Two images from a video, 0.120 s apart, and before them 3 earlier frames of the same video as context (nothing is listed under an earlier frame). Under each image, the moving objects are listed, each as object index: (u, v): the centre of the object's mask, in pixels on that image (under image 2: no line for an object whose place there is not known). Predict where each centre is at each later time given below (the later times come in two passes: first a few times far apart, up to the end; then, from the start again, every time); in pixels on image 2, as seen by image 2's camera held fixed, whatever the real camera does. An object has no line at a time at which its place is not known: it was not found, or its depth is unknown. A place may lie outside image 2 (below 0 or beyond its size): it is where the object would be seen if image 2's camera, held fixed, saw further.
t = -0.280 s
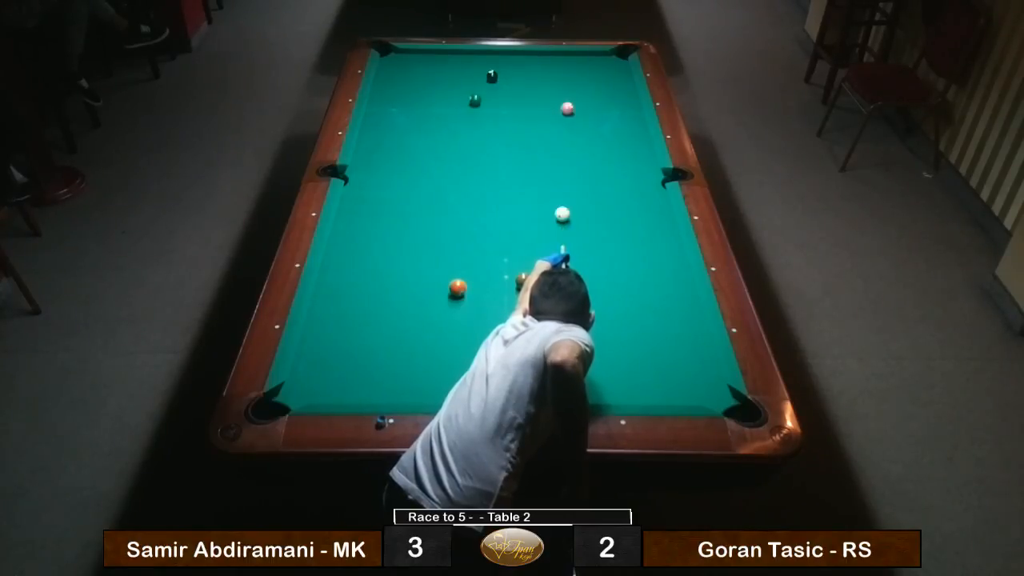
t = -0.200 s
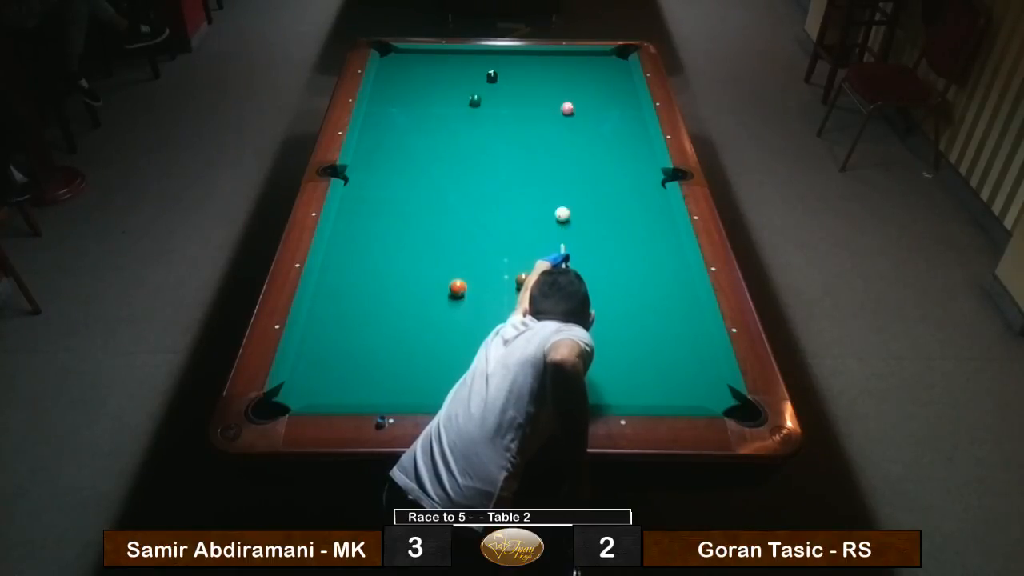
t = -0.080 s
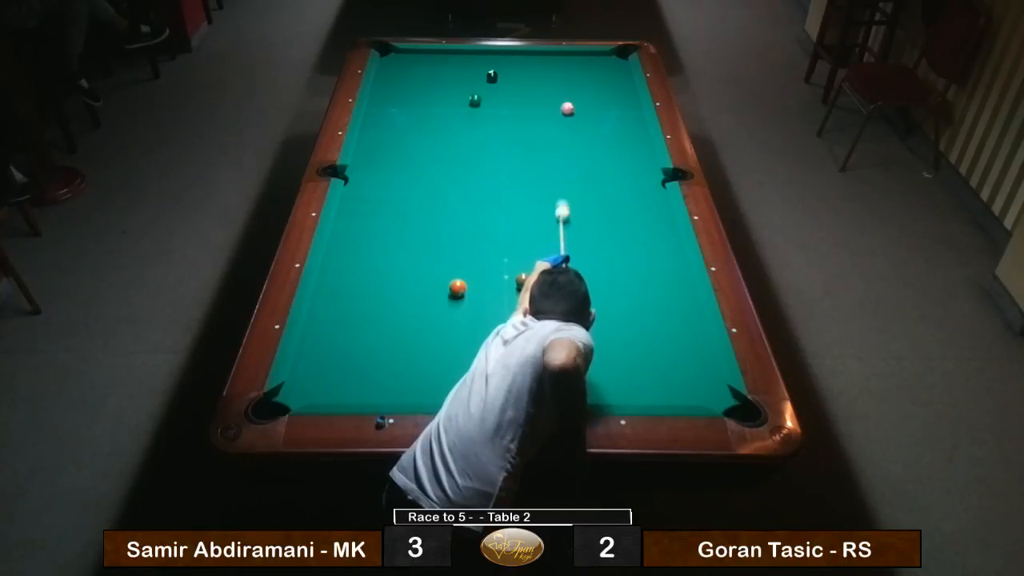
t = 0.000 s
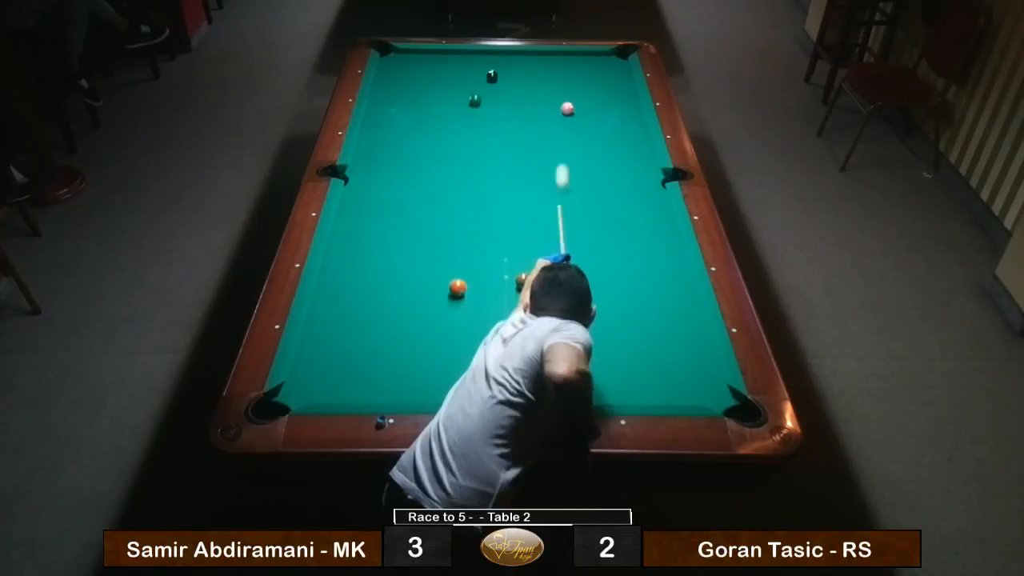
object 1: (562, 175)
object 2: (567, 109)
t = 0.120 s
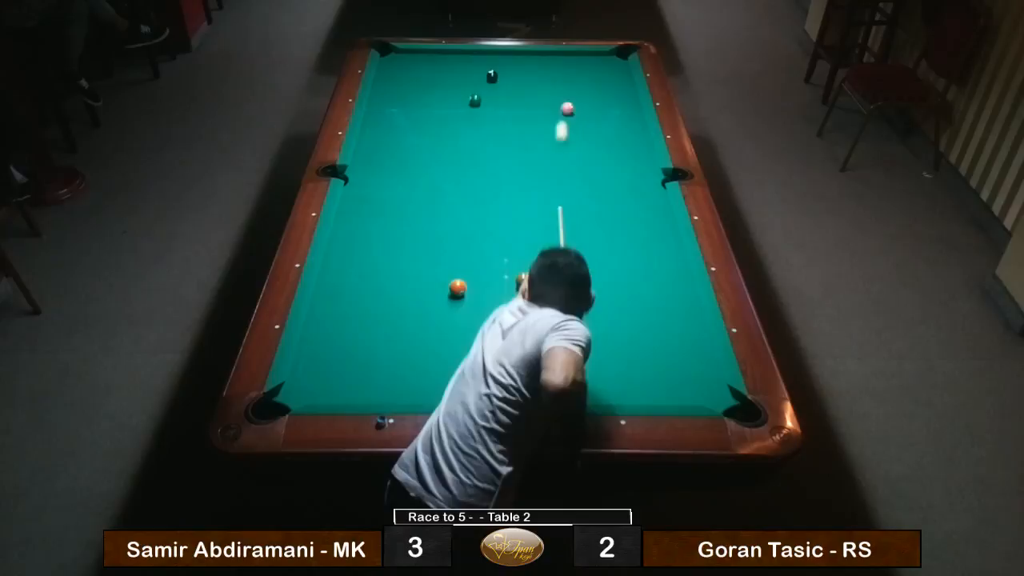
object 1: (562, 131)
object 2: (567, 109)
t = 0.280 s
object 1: (538, 107)
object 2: (589, 89)
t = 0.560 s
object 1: (485, 103)
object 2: (613, 54)
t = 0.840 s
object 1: (456, 113)
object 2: (622, 67)
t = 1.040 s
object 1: (435, 119)
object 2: (620, 75)
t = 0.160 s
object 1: (561, 118)
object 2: (568, 108)
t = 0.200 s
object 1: (557, 111)
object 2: (572, 103)
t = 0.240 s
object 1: (547, 109)
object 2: (581, 96)
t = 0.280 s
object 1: (538, 107)
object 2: (589, 89)
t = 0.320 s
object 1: (529, 105)
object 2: (597, 82)
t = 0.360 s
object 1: (521, 104)
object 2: (605, 76)
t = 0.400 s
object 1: (513, 103)
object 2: (612, 70)
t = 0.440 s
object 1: (506, 102)
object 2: (618, 65)
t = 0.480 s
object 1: (499, 102)
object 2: (621, 60)
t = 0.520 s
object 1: (492, 103)
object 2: (617, 56)
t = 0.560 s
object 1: (485, 103)
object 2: (613, 54)
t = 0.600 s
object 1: (481, 105)
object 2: (615, 56)
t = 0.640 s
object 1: (477, 106)
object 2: (617, 58)
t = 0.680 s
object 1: (473, 107)
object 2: (620, 60)
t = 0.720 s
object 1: (469, 109)
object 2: (621, 62)
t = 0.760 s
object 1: (464, 110)
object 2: (623, 64)
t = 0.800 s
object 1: (460, 111)
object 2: (623, 65)
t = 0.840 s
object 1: (456, 113)
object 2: (622, 67)
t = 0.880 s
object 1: (452, 114)
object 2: (622, 68)
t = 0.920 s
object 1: (448, 115)
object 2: (621, 70)
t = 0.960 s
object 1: (443, 117)
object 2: (621, 72)
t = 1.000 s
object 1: (439, 118)
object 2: (621, 73)
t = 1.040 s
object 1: (435, 119)
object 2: (620, 75)
